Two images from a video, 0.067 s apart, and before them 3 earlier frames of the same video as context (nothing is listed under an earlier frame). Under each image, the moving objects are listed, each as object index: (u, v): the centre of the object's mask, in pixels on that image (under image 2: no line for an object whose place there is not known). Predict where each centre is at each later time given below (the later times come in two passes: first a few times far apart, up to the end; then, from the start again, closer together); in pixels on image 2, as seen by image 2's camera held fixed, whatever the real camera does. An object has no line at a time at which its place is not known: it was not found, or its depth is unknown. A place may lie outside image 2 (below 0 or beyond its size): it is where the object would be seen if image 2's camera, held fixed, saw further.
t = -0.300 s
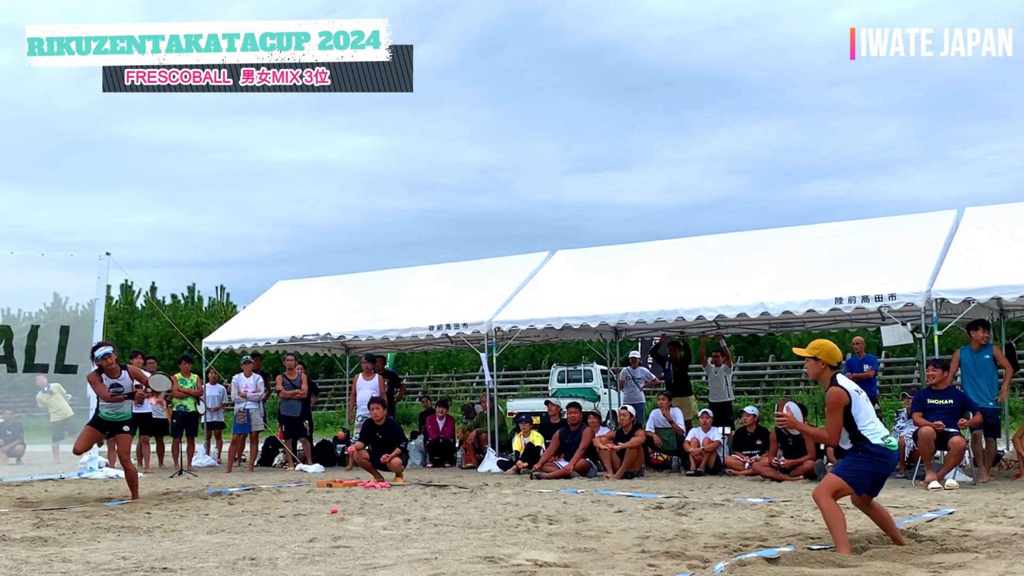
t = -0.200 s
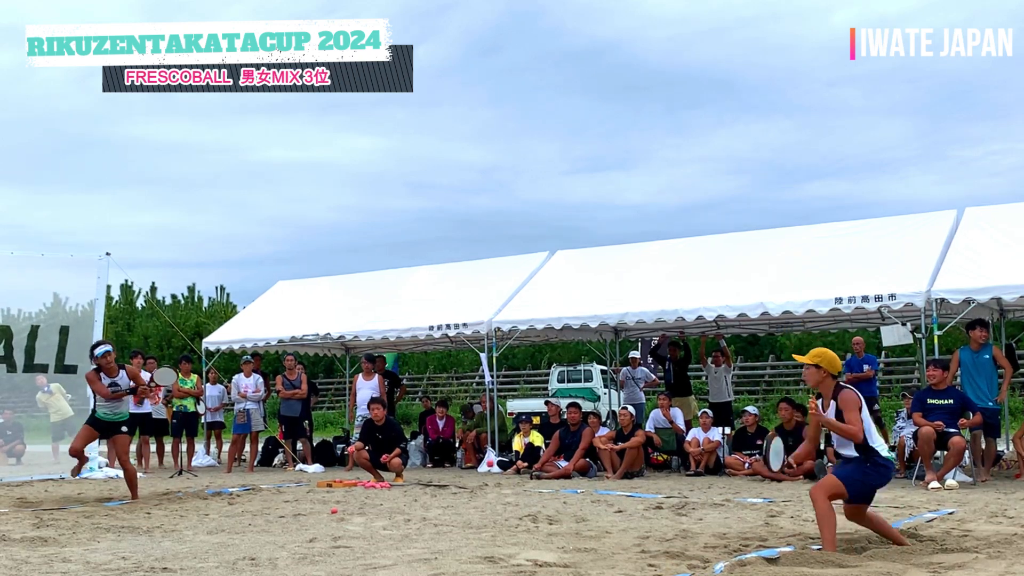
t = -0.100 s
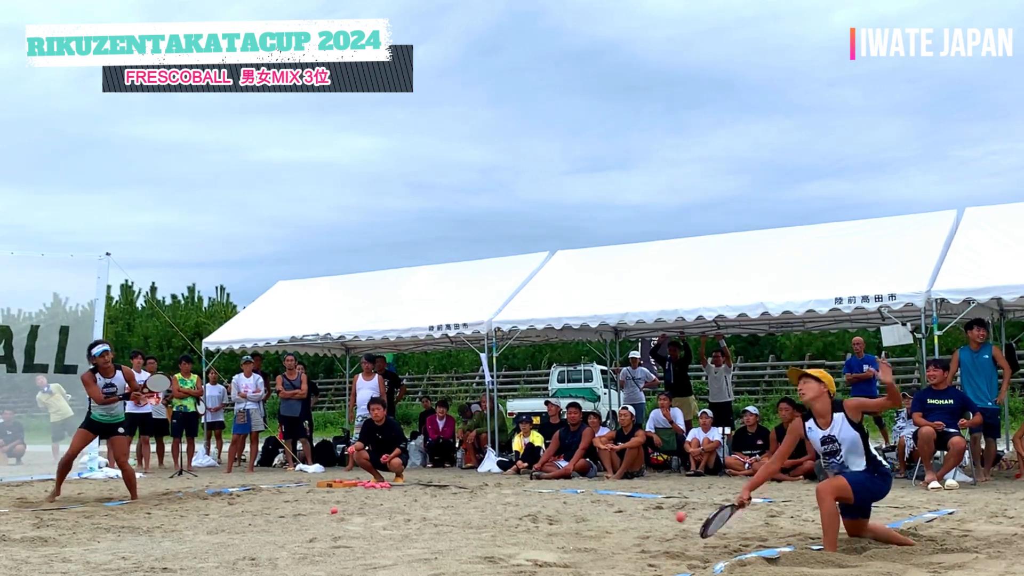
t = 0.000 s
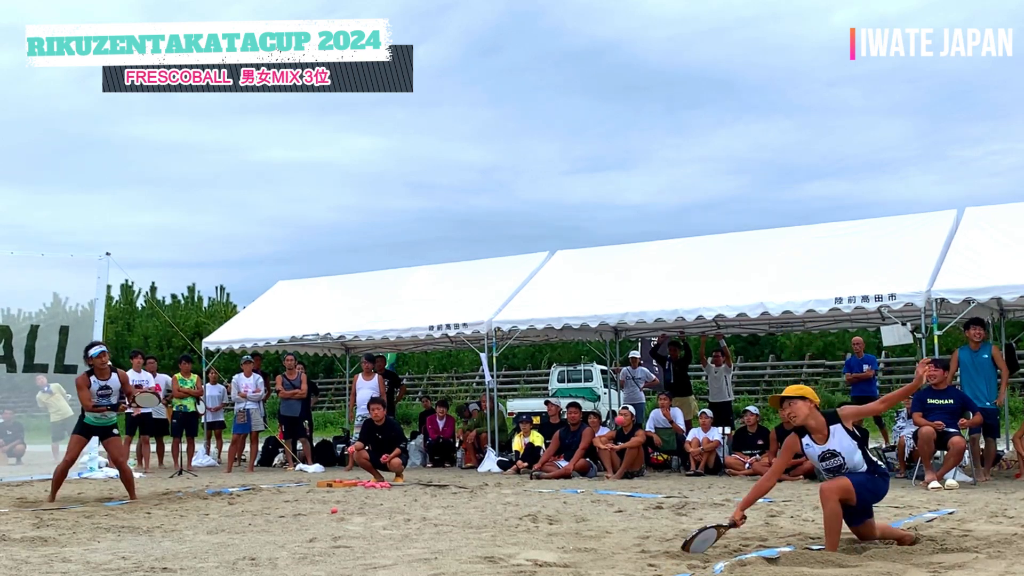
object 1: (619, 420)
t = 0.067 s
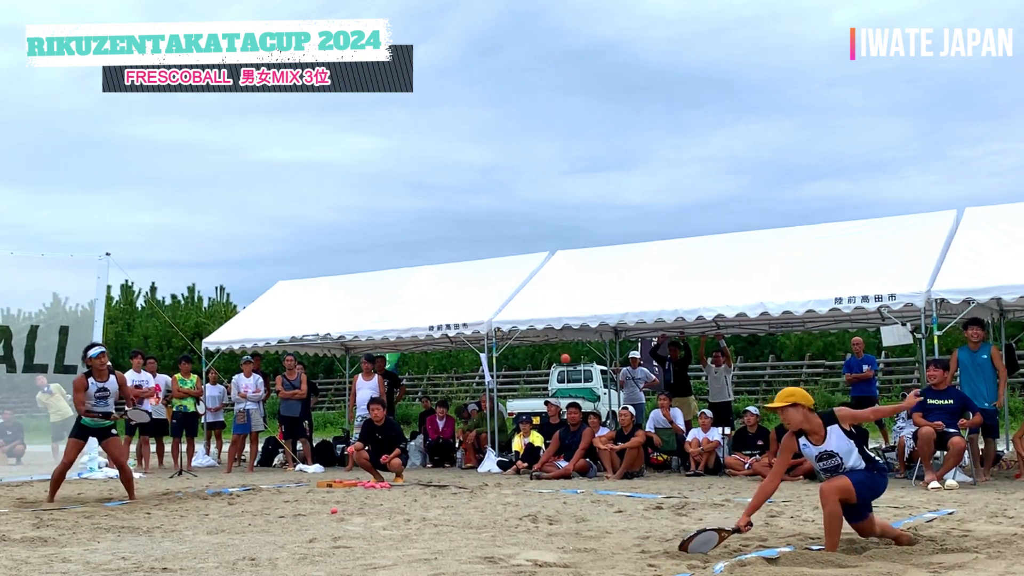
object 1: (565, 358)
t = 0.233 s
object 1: (445, 249)
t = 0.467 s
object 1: (304, 178)
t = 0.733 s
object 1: (166, 192)
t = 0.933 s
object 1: (76, 257)
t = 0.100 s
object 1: (540, 332)
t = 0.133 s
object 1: (515, 308)
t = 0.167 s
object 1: (491, 285)
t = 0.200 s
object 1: (468, 266)
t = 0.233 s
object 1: (445, 249)
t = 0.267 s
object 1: (424, 233)
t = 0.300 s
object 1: (402, 219)
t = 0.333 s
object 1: (382, 207)
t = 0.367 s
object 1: (362, 197)
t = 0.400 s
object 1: (342, 189)
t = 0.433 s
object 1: (323, 183)
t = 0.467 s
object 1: (304, 178)
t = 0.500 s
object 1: (285, 175)
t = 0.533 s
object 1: (267, 173)
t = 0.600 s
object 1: (232, 174)
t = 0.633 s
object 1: (215, 176)
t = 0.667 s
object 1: (199, 180)
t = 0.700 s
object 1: (182, 185)
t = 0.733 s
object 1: (166, 192)
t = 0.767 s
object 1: (150, 200)
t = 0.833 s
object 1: (120, 219)
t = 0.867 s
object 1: (105, 231)
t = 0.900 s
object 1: (91, 244)
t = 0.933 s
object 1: (76, 257)
